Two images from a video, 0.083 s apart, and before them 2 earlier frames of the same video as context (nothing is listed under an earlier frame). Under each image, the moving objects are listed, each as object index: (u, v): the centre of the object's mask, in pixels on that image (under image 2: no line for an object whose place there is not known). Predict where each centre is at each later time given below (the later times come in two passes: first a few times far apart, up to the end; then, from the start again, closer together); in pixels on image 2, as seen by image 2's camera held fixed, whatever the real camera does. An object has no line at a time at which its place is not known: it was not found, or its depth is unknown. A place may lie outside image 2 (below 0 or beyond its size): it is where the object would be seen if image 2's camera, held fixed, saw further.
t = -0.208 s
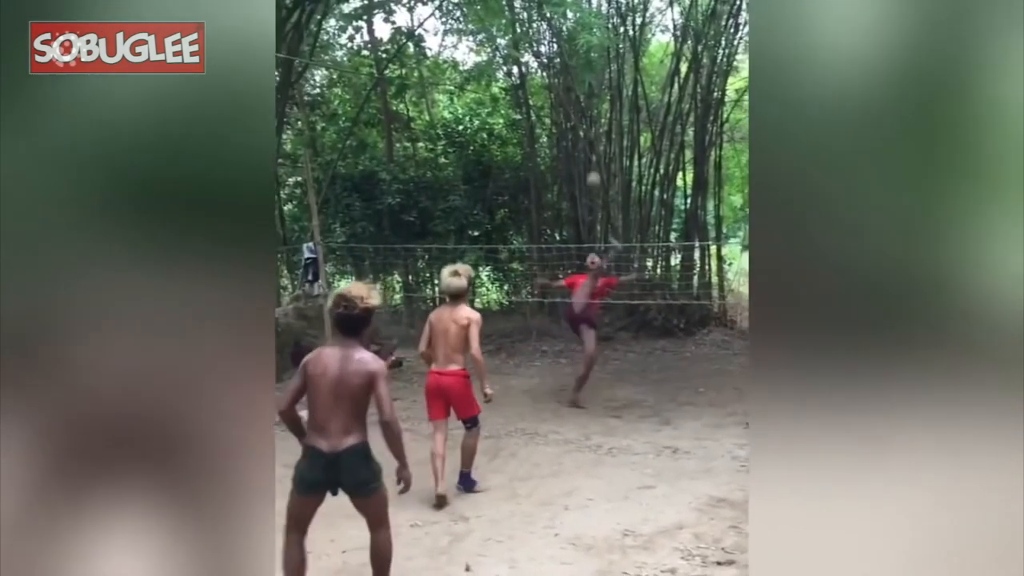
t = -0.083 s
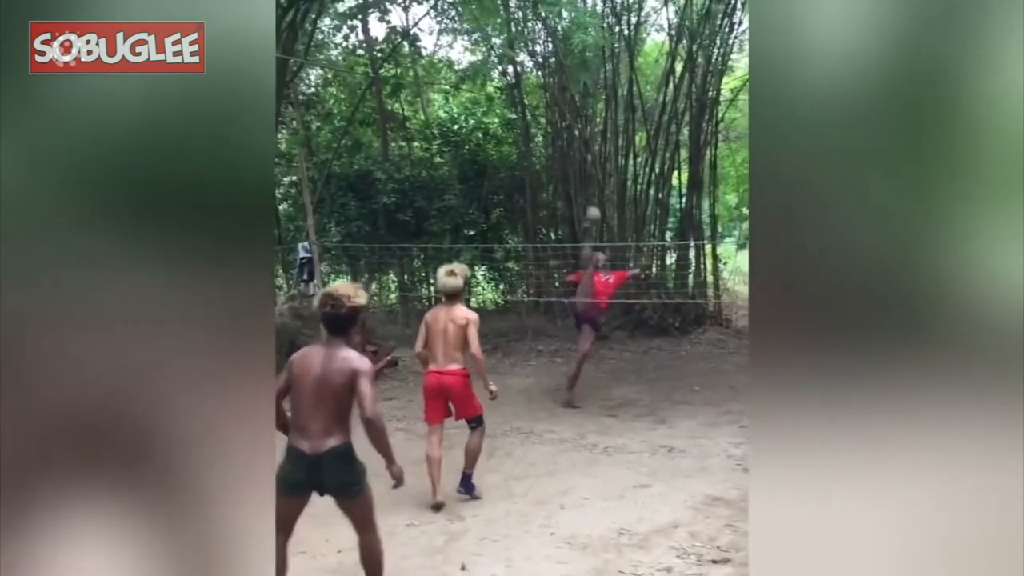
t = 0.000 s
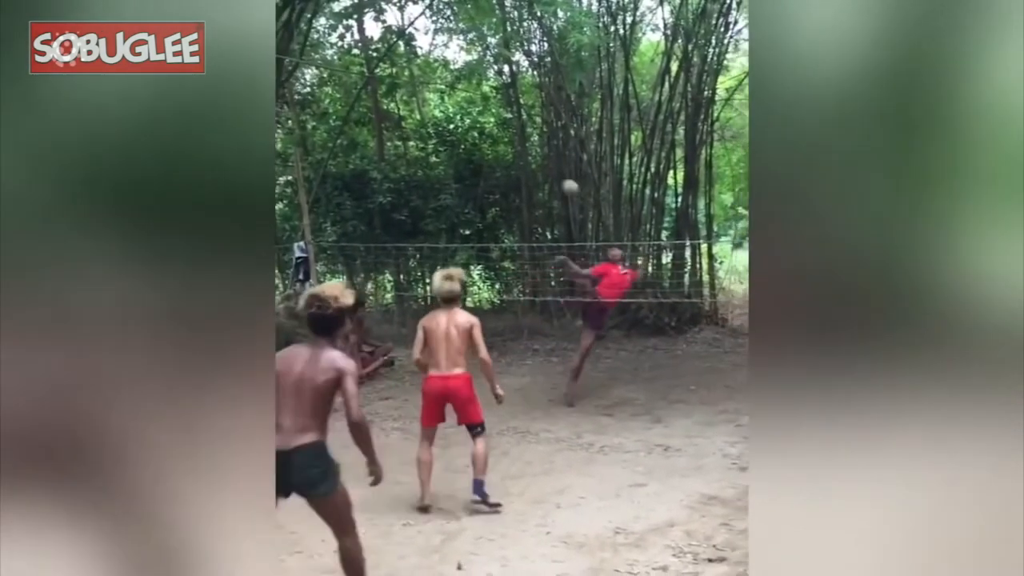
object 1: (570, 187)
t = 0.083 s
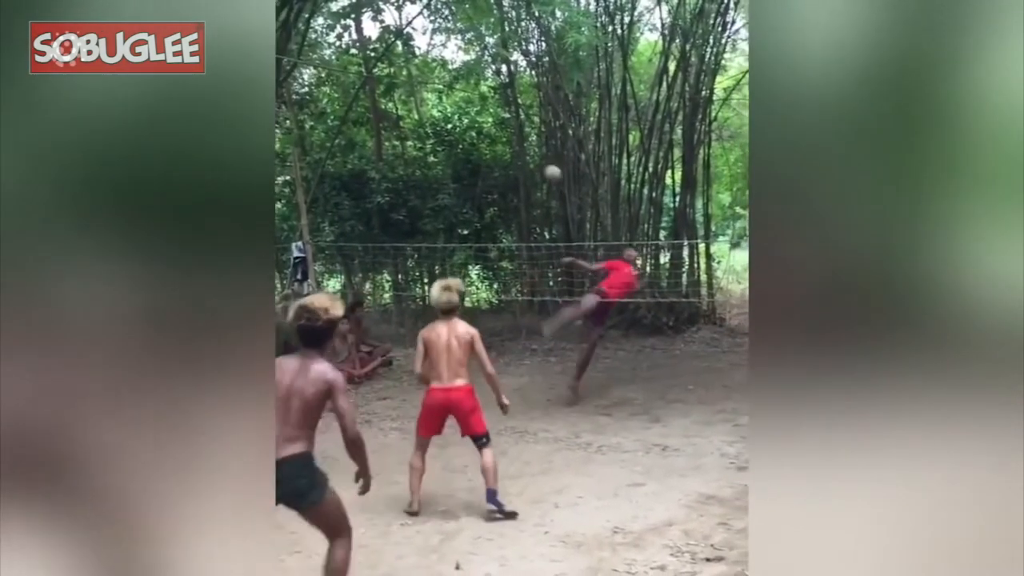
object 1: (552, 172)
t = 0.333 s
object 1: (486, 159)
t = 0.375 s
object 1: (474, 163)
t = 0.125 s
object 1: (545, 167)
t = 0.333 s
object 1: (486, 159)
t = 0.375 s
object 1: (474, 163)
